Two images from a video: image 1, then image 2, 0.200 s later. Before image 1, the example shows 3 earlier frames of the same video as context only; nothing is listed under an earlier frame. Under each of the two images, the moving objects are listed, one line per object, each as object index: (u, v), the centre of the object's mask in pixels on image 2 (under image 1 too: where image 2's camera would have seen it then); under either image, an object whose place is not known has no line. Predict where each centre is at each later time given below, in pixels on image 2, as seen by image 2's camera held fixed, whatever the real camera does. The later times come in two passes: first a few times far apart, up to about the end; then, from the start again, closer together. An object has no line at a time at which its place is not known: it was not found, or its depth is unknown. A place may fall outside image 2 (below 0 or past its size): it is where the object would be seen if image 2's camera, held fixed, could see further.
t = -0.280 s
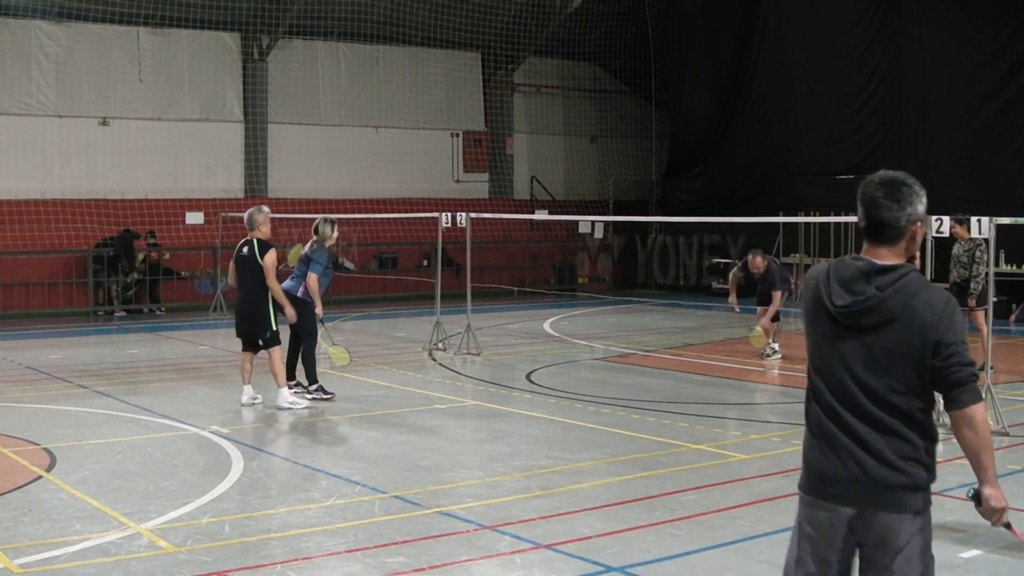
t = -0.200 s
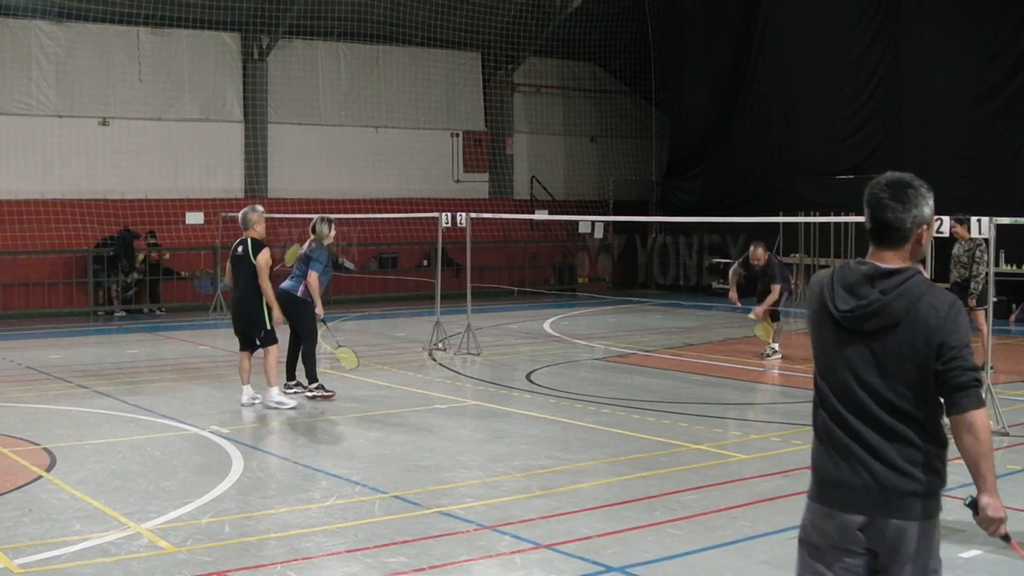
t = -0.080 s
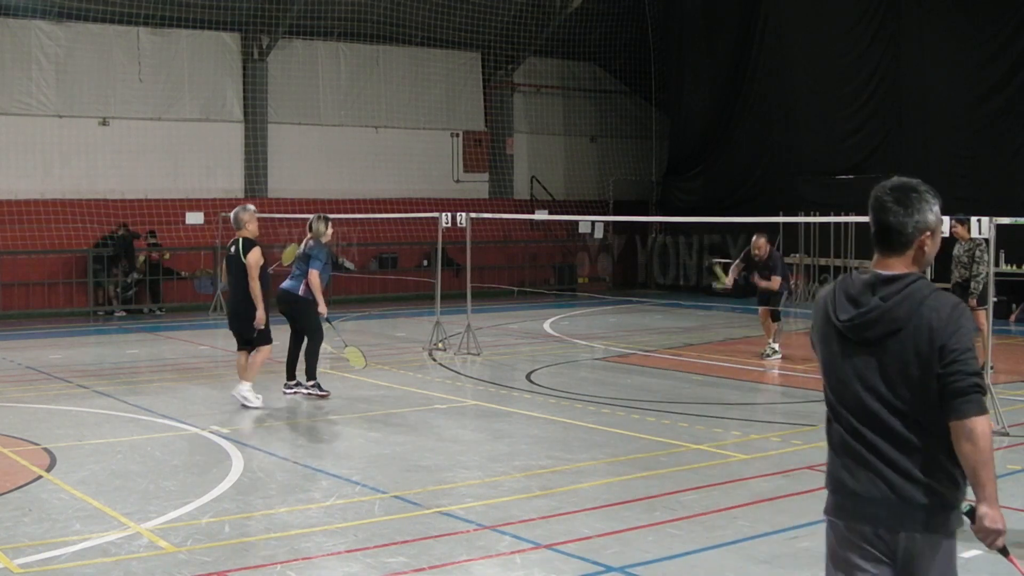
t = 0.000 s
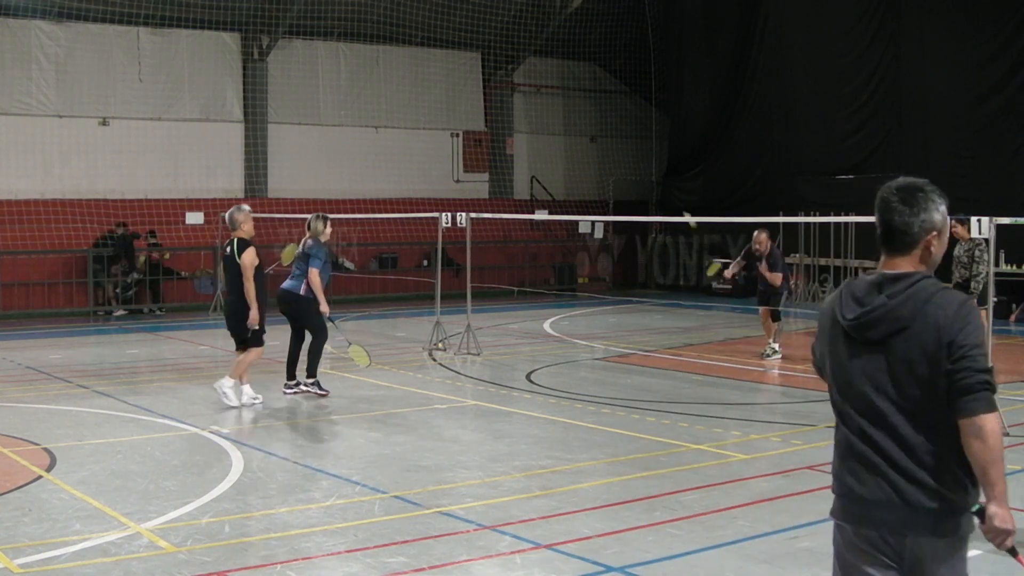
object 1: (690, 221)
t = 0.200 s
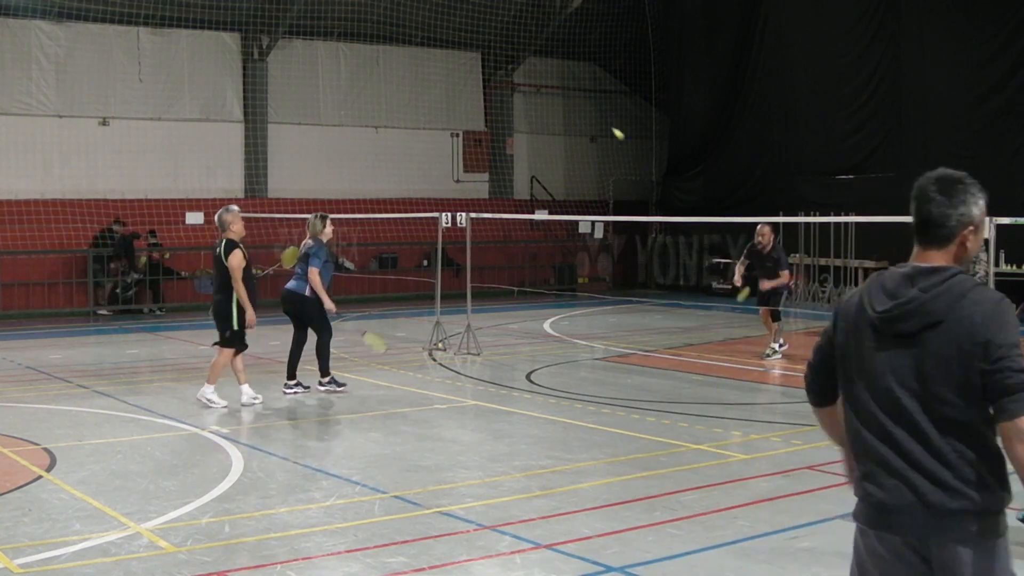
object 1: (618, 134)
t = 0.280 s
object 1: (593, 113)
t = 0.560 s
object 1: (512, 100)
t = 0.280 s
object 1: (593, 113)
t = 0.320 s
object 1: (581, 106)
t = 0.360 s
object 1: (568, 101)
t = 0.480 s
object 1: (534, 95)
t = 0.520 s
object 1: (523, 97)
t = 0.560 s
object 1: (512, 100)
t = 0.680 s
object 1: (480, 122)
